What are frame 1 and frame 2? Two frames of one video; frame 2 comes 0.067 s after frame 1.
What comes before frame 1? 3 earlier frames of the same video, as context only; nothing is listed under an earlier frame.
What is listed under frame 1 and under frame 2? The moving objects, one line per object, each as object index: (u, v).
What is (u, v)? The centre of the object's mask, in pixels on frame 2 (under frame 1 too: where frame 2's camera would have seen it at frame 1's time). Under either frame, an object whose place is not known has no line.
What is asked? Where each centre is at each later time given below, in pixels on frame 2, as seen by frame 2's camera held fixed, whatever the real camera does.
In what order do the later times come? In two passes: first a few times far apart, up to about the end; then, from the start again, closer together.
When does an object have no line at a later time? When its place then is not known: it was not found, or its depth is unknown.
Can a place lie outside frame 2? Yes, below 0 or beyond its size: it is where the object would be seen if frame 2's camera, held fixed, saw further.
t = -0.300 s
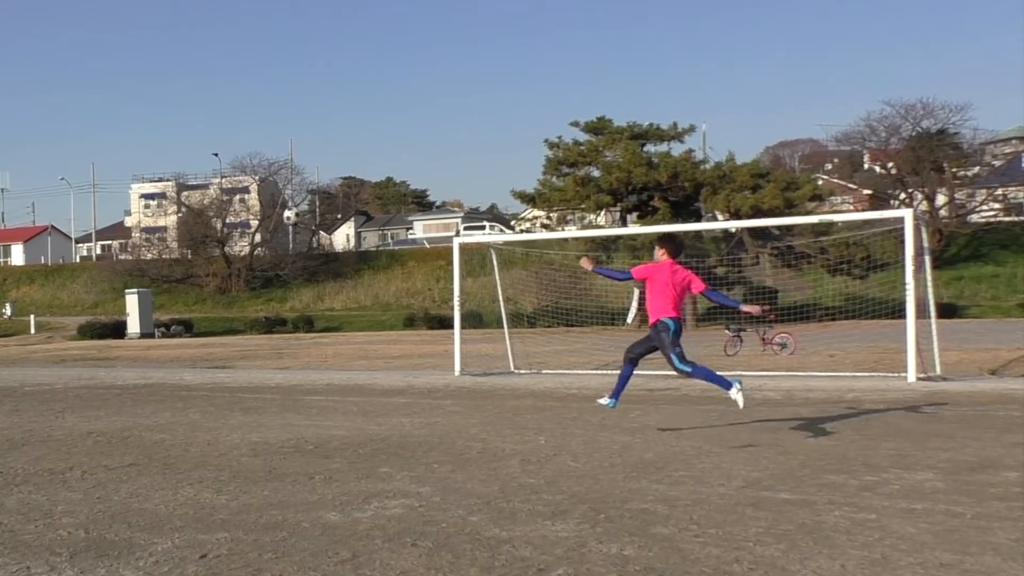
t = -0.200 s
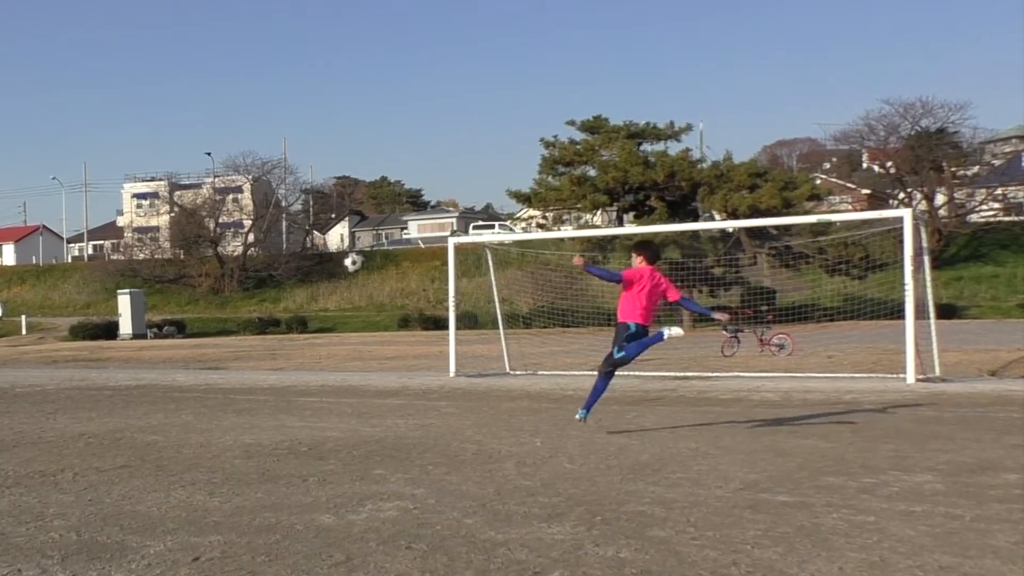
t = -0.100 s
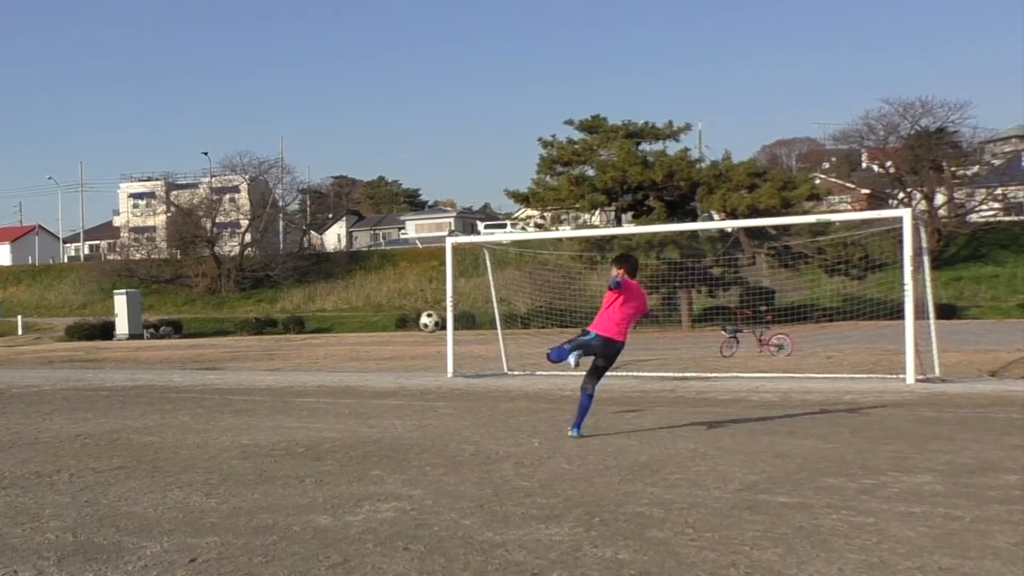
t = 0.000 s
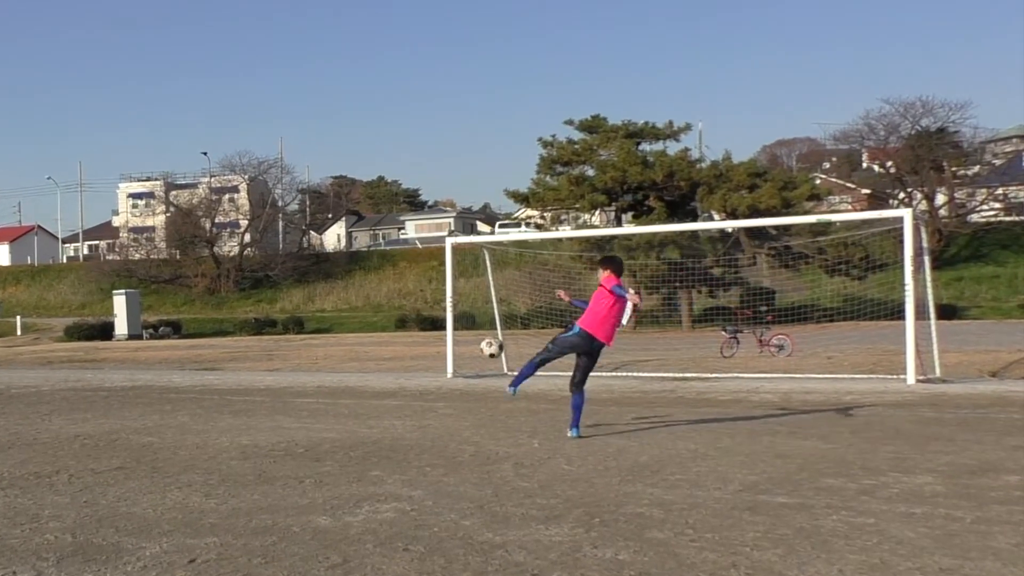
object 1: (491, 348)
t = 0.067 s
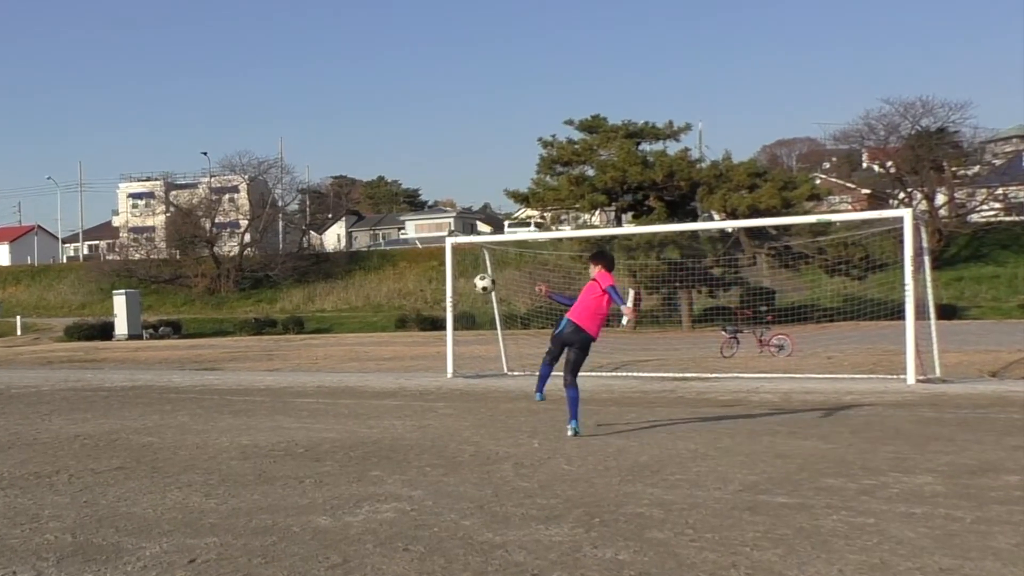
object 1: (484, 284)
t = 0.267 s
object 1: (468, 144)
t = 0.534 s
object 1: (453, 41)
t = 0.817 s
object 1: (443, 6)
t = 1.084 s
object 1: (437, 22)
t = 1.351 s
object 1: (433, 76)
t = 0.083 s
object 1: (483, 270)
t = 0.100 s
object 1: (480, 256)
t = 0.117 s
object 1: (480, 242)
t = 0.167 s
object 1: (477, 205)
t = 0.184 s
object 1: (475, 194)
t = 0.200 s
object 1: (473, 183)
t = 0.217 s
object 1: (472, 173)
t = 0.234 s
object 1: (470, 163)
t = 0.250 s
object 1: (470, 153)
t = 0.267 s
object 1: (468, 144)
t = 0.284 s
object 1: (467, 135)
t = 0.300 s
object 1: (466, 126)
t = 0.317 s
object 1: (465, 118)
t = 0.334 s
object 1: (464, 110)
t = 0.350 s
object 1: (463, 103)
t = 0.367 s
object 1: (462, 96)
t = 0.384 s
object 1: (461, 89)
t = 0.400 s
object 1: (460, 82)
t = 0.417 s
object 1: (459, 76)
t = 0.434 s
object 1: (458, 70)
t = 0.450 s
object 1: (457, 65)
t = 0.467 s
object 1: (457, 59)
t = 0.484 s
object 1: (455, 54)
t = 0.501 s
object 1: (455, 50)
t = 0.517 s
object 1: (454, 45)
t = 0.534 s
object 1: (453, 41)
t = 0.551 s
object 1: (453, 37)
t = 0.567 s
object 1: (452, 33)
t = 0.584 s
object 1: (451, 30)
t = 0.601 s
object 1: (451, 27)
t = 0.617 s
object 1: (450, 24)
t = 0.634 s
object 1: (449, 21)
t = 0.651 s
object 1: (449, 19)
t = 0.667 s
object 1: (448, 16)
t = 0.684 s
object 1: (447, 14)
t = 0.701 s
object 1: (447, 12)
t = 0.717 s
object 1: (446, 11)
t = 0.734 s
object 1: (445, 10)
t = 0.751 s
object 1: (445, 8)
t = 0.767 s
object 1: (445, 8)
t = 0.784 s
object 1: (444, 7)
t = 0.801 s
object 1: (443, 7)
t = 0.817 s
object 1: (443, 6)
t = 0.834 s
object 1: (443, 6)
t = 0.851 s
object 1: (442, 6)
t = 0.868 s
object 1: (441, 6)
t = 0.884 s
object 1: (441, 6)
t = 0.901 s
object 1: (441, 7)
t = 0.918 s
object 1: (440, 7)
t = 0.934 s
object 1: (440, 8)
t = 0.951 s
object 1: (440, 8)
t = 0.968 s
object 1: (439, 10)
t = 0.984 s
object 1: (439, 11)
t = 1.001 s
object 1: (438, 12)
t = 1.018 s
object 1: (438, 14)
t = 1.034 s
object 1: (438, 16)
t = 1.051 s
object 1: (437, 18)
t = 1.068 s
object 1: (437, 20)
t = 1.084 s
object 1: (437, 22)
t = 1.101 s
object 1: (437, 25)
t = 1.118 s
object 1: (436, 27)
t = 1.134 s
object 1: (436, 30)
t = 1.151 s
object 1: (436, 33)
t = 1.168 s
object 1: (435, 36)
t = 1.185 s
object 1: (435, 38)
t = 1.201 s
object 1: (435, 42)
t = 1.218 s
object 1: (435, 45)
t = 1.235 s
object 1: (434, 49)
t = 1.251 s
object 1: (434, 52)
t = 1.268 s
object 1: (434, 56)
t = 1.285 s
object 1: (434, 60)
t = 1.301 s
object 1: (433, 64)
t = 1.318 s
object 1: (434, 68)
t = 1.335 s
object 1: (433, 72)
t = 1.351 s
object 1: (433, 76)
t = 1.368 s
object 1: (432, 81)
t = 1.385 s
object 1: (433, 86)
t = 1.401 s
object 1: (432, 90)
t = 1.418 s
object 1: (432, 94)
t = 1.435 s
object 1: (432, 99)
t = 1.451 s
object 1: (432, 105)
